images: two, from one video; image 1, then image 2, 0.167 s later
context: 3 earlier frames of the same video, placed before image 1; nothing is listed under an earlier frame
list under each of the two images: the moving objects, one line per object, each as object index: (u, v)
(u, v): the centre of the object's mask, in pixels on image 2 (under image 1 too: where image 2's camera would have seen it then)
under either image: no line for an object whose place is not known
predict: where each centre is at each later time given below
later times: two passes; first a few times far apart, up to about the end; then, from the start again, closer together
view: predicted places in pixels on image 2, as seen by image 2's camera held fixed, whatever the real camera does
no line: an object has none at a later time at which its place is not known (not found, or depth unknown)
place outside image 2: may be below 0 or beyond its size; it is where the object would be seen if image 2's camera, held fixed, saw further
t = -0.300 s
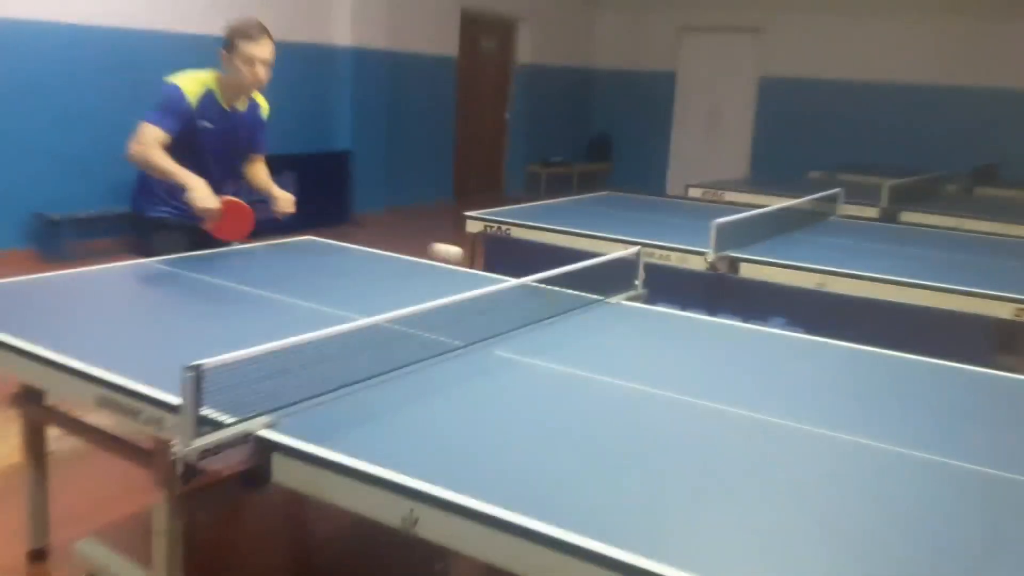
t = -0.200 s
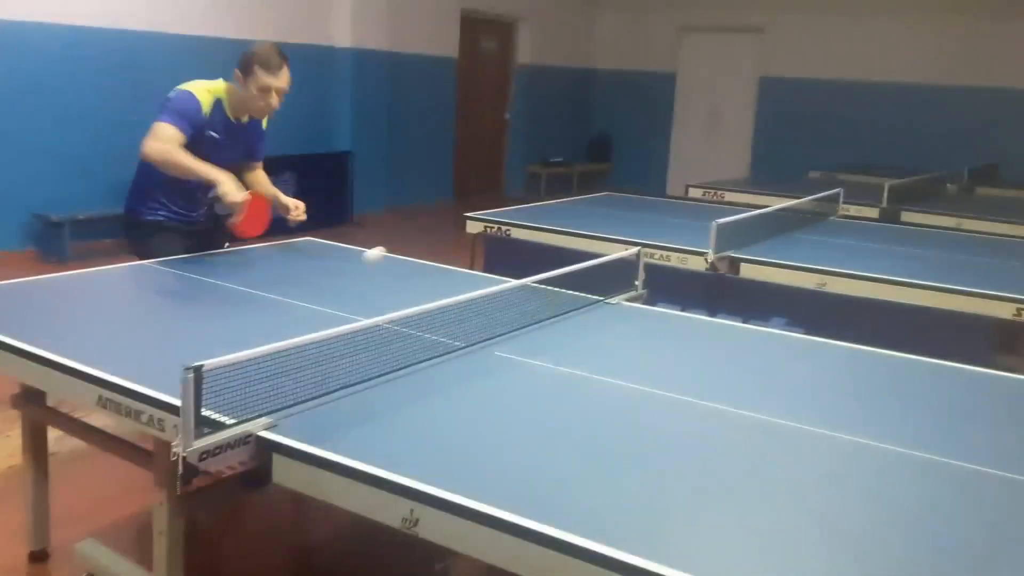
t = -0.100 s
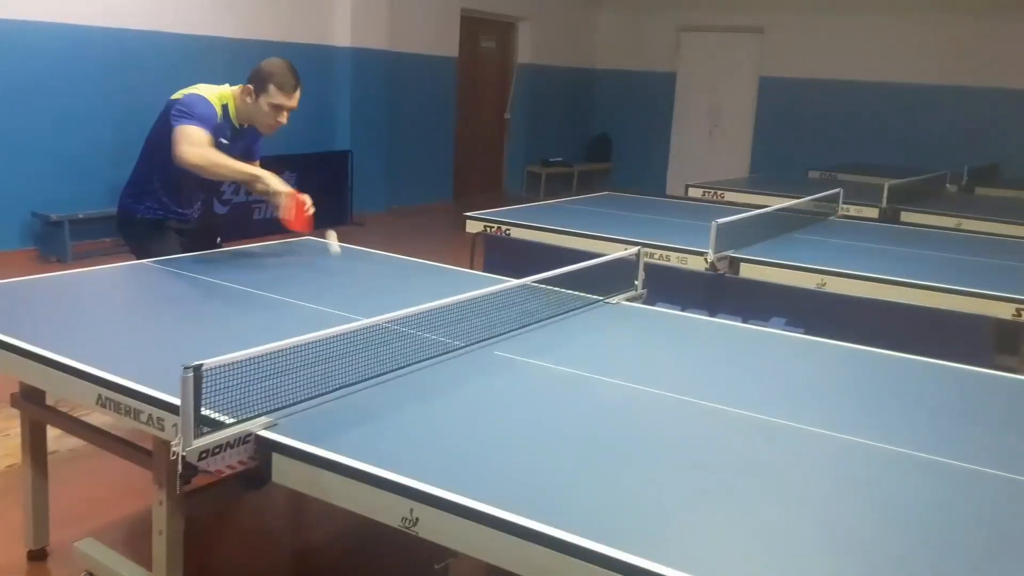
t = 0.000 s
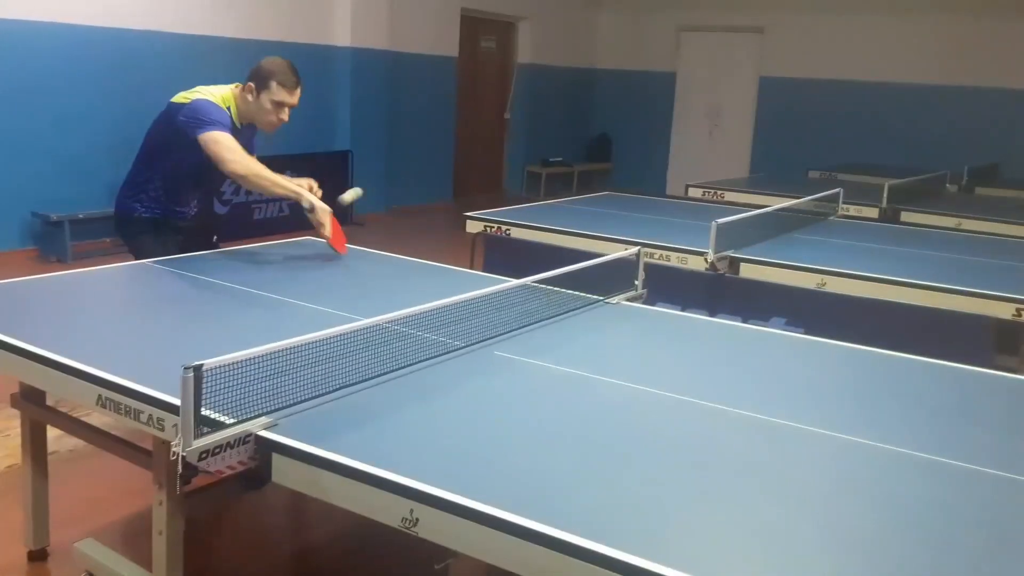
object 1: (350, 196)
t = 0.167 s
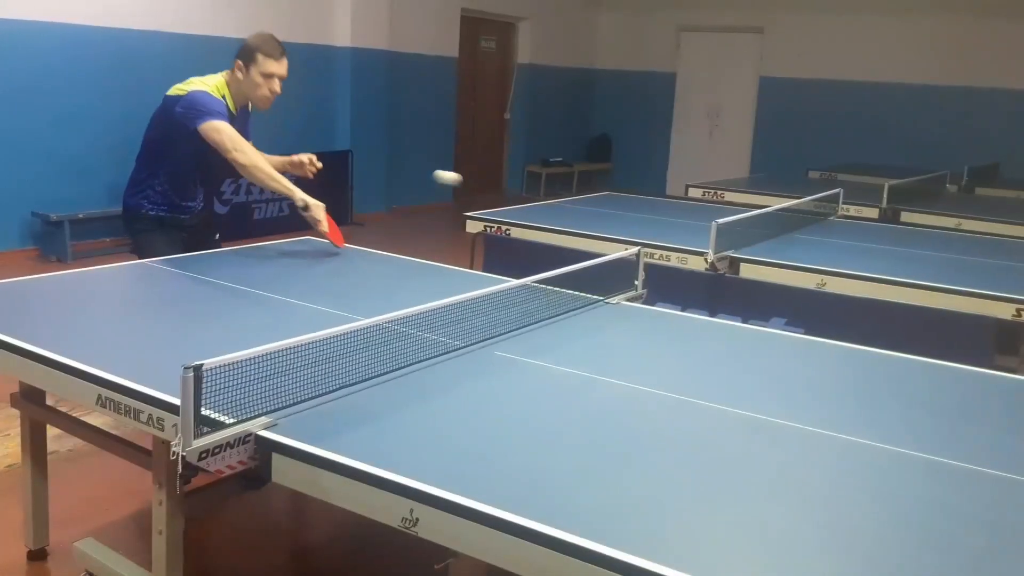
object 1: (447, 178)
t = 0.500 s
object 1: (689, 314)
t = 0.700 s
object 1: (836, 271)
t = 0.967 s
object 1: (1016, 393)
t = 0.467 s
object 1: (665, 336)
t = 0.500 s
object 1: (689, 314)
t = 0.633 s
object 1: (786, 268)
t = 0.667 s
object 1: (812, 268)
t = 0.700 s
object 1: (836, 271)
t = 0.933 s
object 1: (1003, 415)
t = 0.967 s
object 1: (1016, 393)
